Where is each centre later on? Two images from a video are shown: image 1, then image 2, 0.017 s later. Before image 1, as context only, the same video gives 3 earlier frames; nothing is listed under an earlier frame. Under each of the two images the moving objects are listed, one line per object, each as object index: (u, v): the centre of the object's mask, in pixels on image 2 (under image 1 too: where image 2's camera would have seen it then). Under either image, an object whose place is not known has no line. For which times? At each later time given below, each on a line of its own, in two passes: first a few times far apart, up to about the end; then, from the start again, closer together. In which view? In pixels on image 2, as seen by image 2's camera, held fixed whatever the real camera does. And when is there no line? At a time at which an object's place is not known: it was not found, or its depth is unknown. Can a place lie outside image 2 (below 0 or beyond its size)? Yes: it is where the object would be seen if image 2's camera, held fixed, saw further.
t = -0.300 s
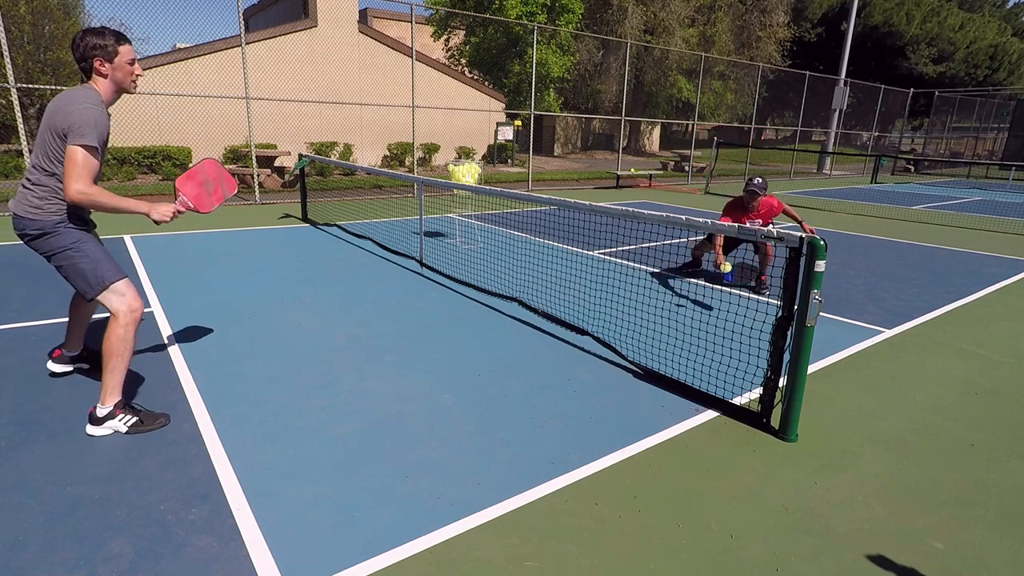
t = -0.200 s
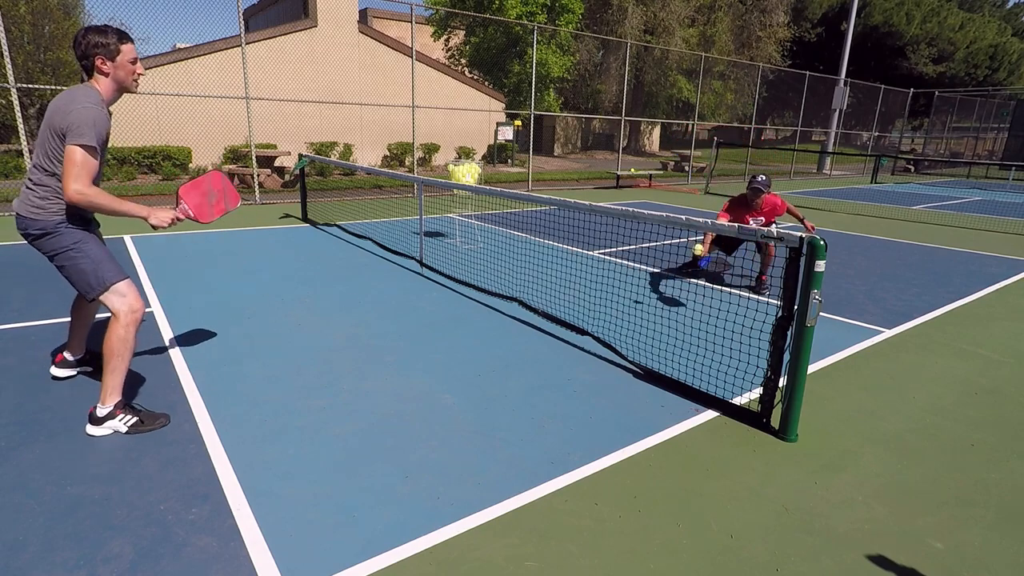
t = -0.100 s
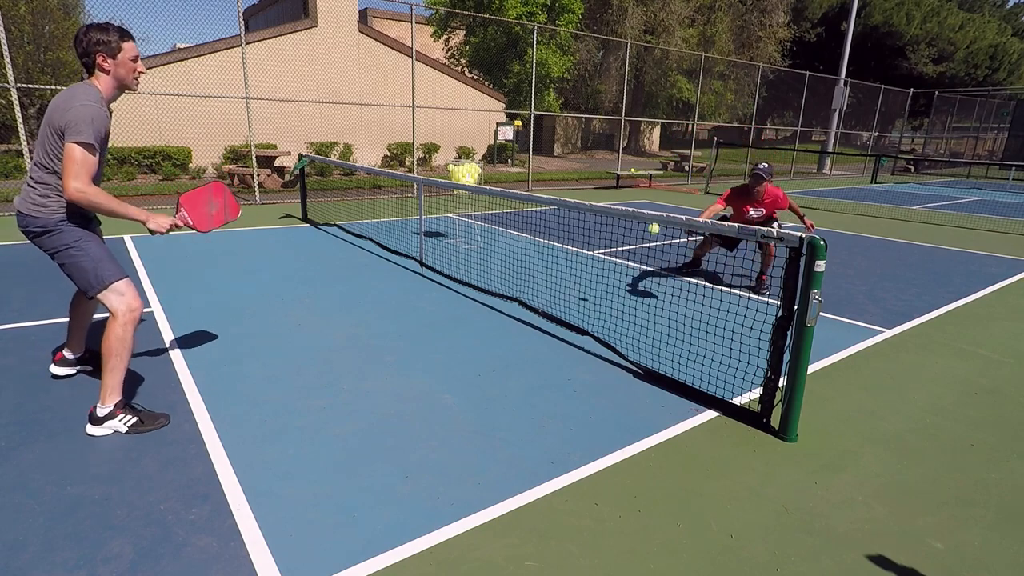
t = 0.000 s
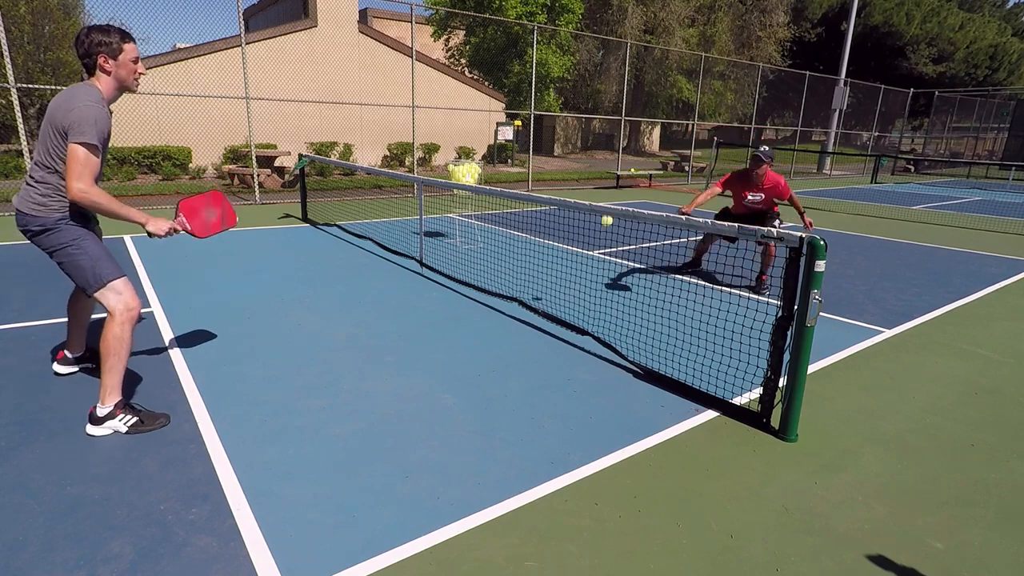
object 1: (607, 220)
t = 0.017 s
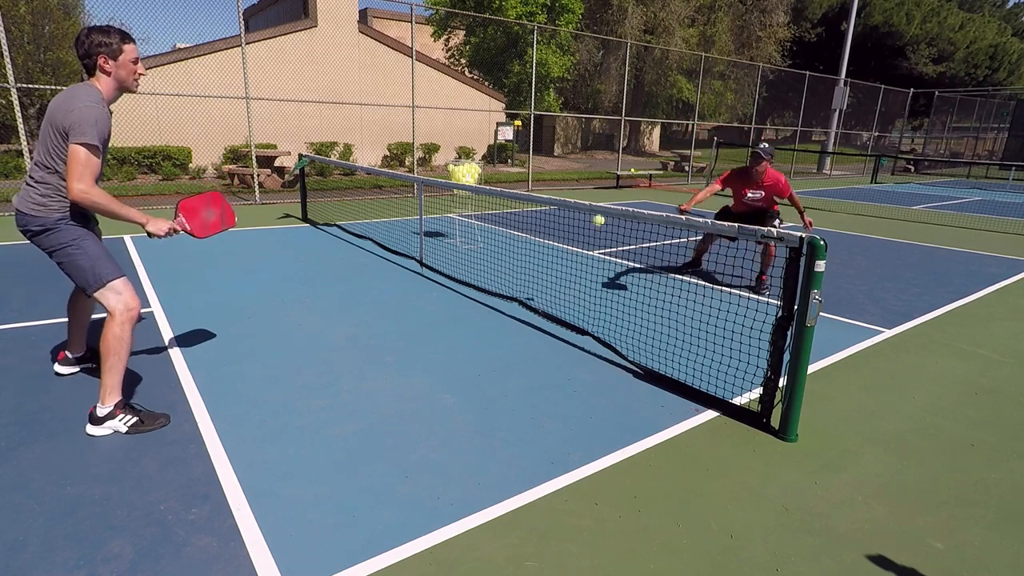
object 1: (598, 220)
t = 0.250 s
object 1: (524, 251)
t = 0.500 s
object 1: (526, 290)
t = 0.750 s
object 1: (544, 265)
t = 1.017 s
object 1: (558, 286)
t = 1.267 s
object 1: (571, 285)
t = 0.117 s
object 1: (549, 228)
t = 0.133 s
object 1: (540, 232)
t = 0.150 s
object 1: (532, 234)
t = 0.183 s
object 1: (527, 239)
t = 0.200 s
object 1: (526, 241)
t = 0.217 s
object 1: (525, 243)
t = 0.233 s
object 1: (524, 248)
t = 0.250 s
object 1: (524, 251)
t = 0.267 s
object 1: (525, 255)
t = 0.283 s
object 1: (524, 259)
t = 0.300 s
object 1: (524, 263)
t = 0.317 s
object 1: (524, 268)
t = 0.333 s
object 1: (523, 273)
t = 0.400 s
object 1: (522, 296)
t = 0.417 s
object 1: (523, 301)
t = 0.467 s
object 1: (524, 299)
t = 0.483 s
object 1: (525, 295)
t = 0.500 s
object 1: (526, 290)
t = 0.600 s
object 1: (534, 271)
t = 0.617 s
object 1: (536, 269)
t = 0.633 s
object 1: (536, 267)
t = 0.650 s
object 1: (538, 265)
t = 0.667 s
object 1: (540, 264)
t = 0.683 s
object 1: (540, 264)
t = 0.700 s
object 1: (541, 264)
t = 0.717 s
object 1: (542, 264)
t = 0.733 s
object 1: (543, 264)
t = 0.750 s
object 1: (544, 265)
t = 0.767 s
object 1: (546, 267)
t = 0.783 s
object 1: (547, 269)
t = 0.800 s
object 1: (547, 271)
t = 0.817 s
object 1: (548, 272)
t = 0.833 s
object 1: (549, 275)
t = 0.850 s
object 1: (550, 278)
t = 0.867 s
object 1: (551, 282)
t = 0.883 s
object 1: (552, 286)
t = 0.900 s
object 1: (552, 289)
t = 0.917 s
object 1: (553, 294)
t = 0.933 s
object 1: (554, 299)
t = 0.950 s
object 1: (554, 300)
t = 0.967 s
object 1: (556, 296)
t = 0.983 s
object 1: (556, 292)
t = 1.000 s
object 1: (557, 289)
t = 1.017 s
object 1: (558, 286)
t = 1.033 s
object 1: (560, 284)
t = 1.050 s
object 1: (561, 282)
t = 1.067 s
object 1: (561, 280)
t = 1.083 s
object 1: (562, 278)
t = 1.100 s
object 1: (563, 277)
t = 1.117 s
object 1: (564, 277)
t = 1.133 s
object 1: (564, 277)
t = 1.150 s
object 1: (566, 277)
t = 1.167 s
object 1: (567, 278)
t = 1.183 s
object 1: (568, 278)
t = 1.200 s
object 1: (568, 279)
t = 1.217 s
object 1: (568, 279)
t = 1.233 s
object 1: (569, 282)
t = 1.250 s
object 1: (570, 283)
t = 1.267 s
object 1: (571, 285)
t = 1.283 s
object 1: (571, 289)
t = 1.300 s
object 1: (572, 292)
